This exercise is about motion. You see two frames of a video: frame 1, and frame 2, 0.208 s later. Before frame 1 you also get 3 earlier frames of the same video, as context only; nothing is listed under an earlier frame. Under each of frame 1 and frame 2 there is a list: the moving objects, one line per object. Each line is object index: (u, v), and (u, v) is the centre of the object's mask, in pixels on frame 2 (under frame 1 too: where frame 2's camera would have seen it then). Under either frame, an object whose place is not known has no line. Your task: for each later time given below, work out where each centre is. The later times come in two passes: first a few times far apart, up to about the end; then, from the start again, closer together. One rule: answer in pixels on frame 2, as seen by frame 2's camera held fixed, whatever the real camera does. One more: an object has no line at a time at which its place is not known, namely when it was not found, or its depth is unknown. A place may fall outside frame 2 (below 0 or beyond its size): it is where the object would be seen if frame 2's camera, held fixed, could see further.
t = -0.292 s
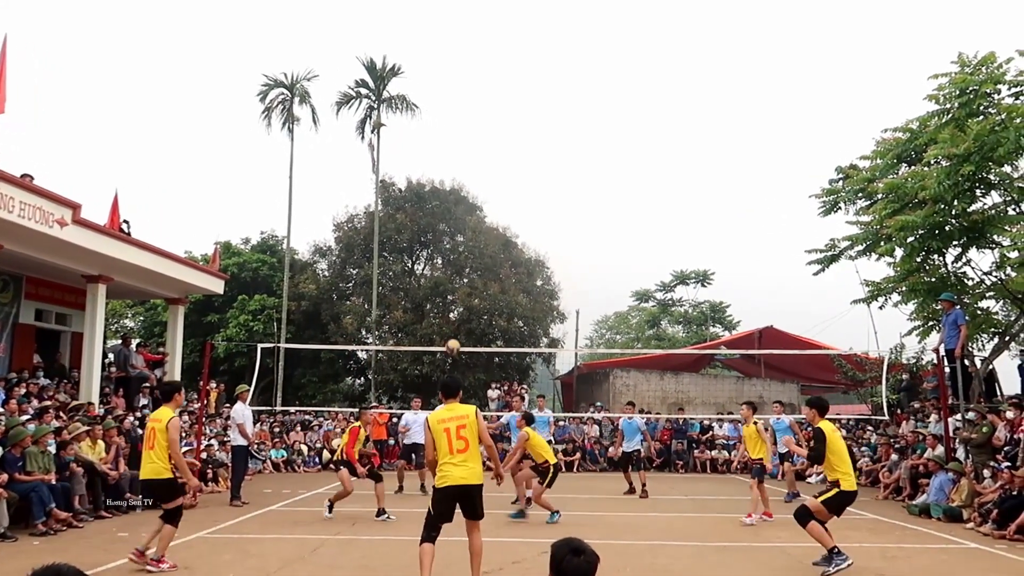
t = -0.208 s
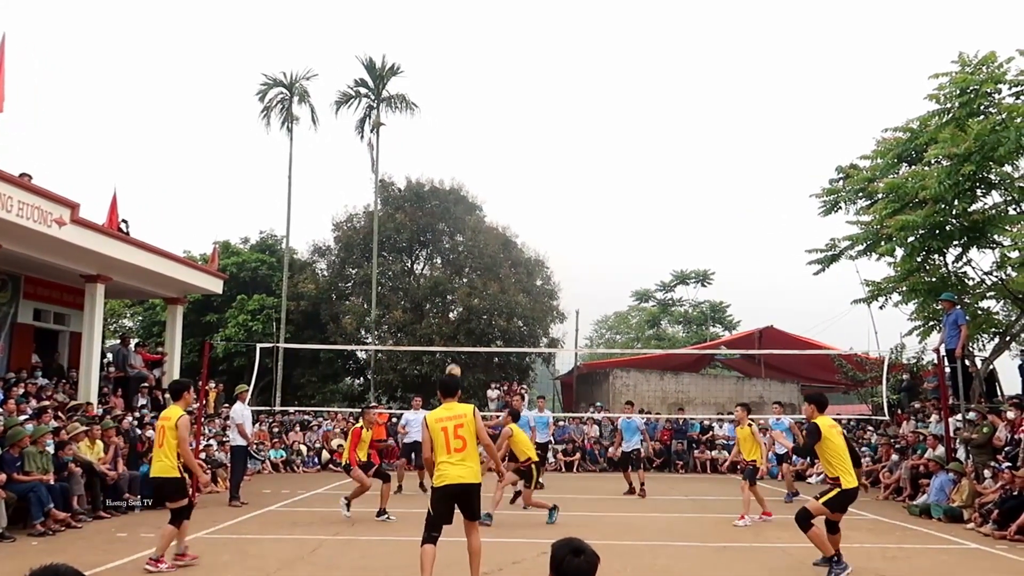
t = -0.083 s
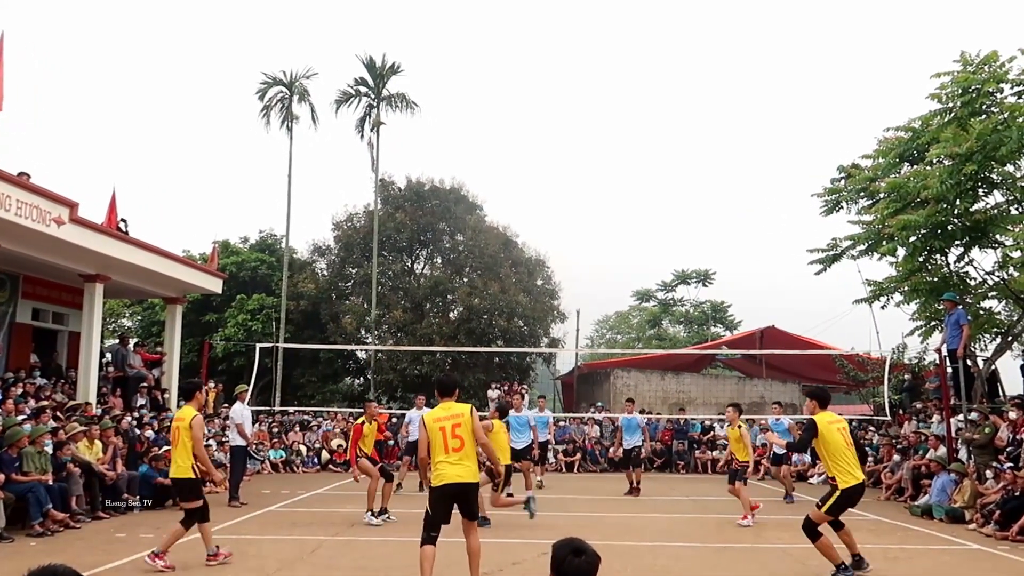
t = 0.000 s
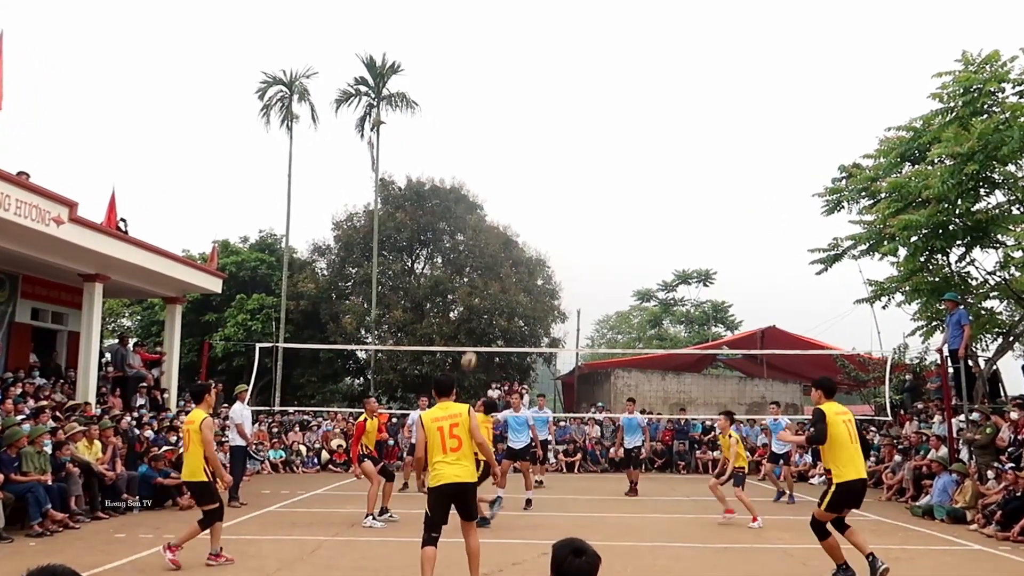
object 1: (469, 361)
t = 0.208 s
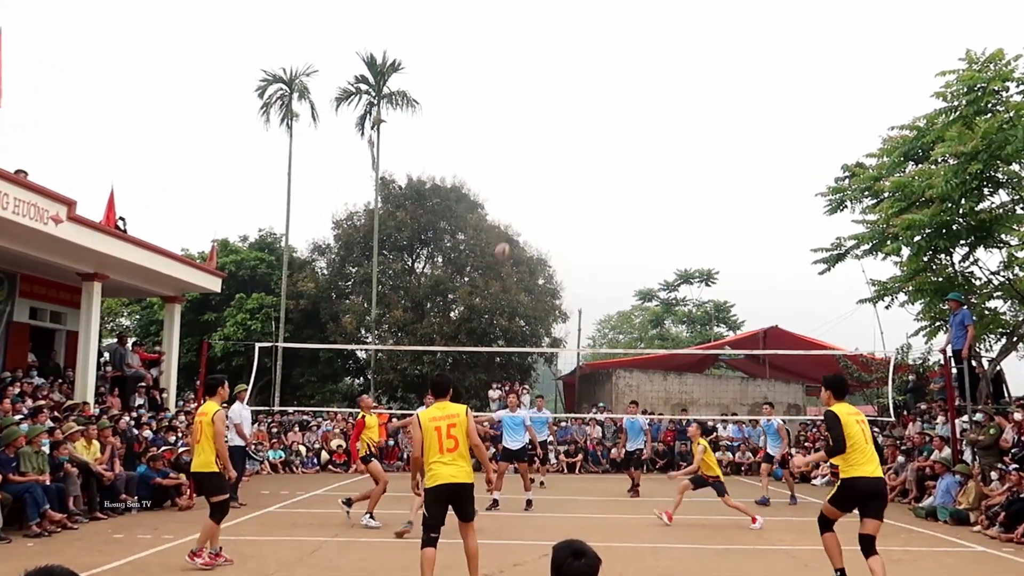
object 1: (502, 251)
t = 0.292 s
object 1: (516, 217)
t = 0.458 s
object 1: (545, 159)
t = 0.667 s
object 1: (577, 123)
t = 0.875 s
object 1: (608, 114)
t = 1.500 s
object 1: (713, 261)
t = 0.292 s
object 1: (516, 217)
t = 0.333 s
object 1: (523, 202)
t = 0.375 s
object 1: (529, 188)
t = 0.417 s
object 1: (536, 176)
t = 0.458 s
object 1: (545, 159)
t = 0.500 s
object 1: (552, 150)
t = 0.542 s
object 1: (558, 142)
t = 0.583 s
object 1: (565, 134)
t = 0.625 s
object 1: (571, 128)
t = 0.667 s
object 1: (577, 123)
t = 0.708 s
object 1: (583, 119)
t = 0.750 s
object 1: (590, 116)
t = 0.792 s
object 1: (596, 115)
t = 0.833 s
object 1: (602, 114)
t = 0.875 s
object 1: (608, 114)
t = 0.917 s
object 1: (614, 116)
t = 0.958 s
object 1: (623, 120)
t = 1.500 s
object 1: (713, 261)
